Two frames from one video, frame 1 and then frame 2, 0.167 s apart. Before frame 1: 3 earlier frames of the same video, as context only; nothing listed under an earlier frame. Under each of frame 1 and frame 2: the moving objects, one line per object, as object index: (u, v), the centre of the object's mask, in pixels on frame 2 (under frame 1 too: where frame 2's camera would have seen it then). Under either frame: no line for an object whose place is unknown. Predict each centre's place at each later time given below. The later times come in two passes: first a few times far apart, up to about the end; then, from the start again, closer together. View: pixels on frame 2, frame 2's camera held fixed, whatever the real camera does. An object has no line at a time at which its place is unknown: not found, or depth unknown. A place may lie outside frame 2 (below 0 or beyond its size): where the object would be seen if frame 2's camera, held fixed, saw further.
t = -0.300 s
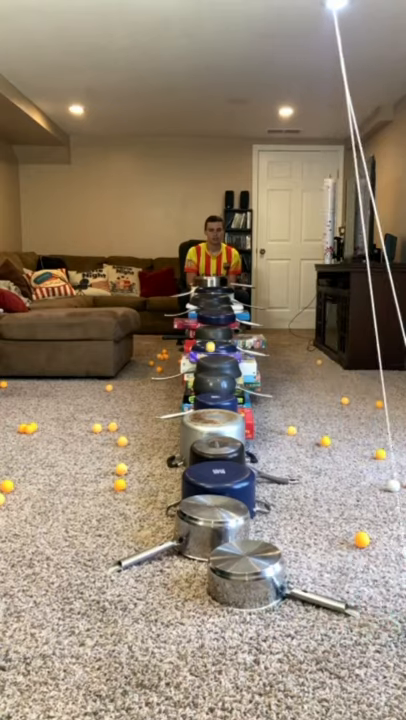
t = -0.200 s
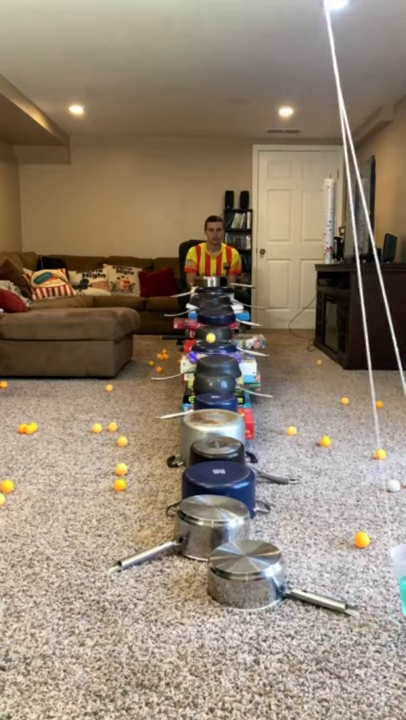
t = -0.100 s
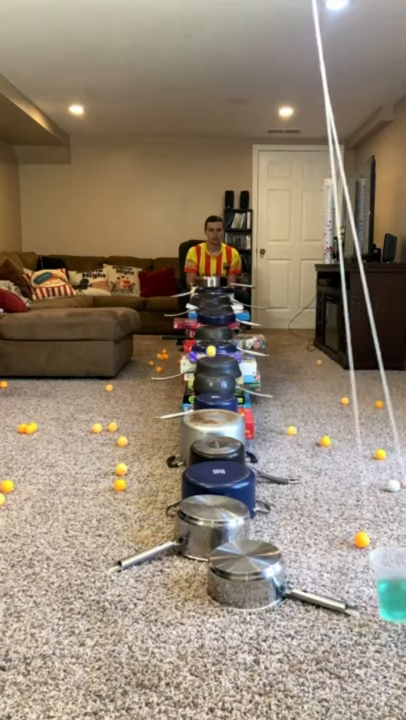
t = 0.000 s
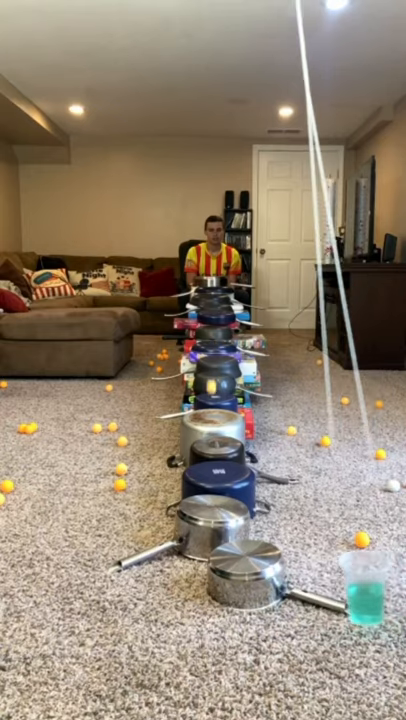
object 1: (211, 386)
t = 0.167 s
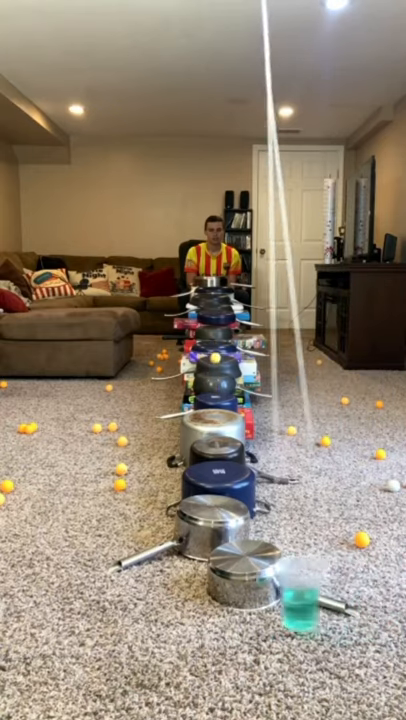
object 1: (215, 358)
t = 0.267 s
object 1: (218, 365)
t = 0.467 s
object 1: (224, 390)
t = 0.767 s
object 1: (231, 419)
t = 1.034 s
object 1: (232, 461)
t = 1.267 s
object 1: (235, 470)
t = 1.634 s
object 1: (255, 539)
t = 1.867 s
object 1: (257, 525)
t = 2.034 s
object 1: (301, 585)
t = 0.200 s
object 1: (216, 357)
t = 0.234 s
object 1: (217, 360)
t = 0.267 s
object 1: (218, 365)
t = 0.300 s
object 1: (219, 373)
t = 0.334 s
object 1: (220, 384)
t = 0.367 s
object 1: (221, 397)
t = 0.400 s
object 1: (222, 405)
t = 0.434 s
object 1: (223, 396)
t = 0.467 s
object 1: (224, 390)
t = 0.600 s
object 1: (227, 391)
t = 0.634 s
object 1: (228, 399)
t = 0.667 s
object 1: (229, 409)
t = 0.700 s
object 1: (230, 421)
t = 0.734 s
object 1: (231, 427)
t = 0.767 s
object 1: (231, 419)
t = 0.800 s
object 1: (231, 415)
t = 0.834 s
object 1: (231, 414)
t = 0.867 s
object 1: (231, 414)
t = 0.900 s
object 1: (231, 418)
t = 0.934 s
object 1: (232, 426)
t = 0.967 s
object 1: (232, 439)
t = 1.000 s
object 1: (232, 455)
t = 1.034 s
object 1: (232, 461)
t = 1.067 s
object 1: (233, 452)
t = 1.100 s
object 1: (233, 445)
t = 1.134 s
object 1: (233, 443)
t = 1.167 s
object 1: (234, 444)
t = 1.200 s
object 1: (234, 448)
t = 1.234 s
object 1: (235, 458)
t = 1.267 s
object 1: (235, 470)
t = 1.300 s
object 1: (236, 488)
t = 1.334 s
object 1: (237, 502)
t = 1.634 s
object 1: (255, 539)
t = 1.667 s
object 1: (255, 543)
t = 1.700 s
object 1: (255, 529)
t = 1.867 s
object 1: (257, 525)
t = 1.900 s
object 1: (263, 529)
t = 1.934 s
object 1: (269, 541)
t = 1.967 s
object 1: (275, 552)
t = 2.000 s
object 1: (289, 566)
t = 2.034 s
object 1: (301, 585)
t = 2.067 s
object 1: (316, 592)
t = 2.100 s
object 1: (329, 593)
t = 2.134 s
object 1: (341, 590)
